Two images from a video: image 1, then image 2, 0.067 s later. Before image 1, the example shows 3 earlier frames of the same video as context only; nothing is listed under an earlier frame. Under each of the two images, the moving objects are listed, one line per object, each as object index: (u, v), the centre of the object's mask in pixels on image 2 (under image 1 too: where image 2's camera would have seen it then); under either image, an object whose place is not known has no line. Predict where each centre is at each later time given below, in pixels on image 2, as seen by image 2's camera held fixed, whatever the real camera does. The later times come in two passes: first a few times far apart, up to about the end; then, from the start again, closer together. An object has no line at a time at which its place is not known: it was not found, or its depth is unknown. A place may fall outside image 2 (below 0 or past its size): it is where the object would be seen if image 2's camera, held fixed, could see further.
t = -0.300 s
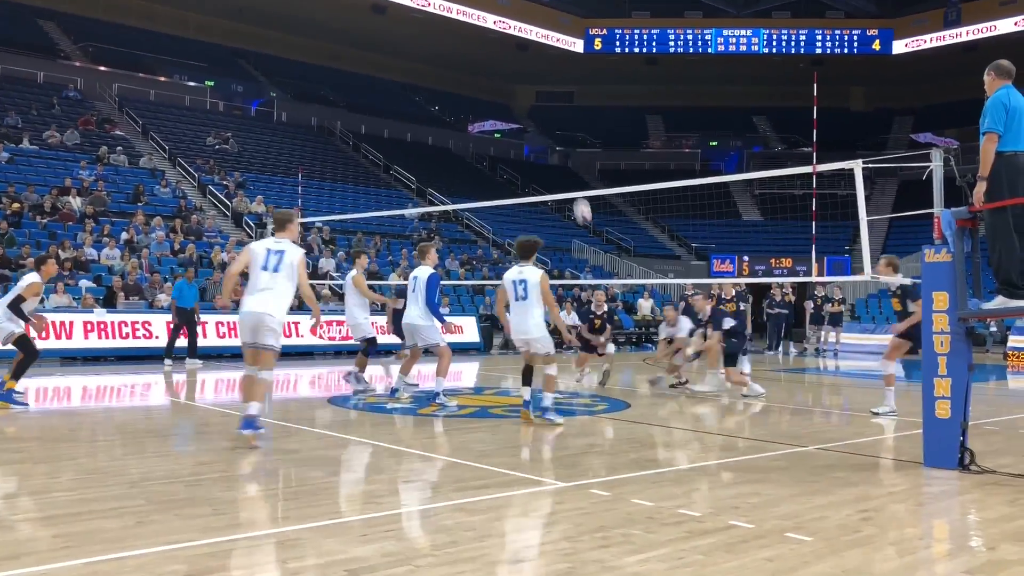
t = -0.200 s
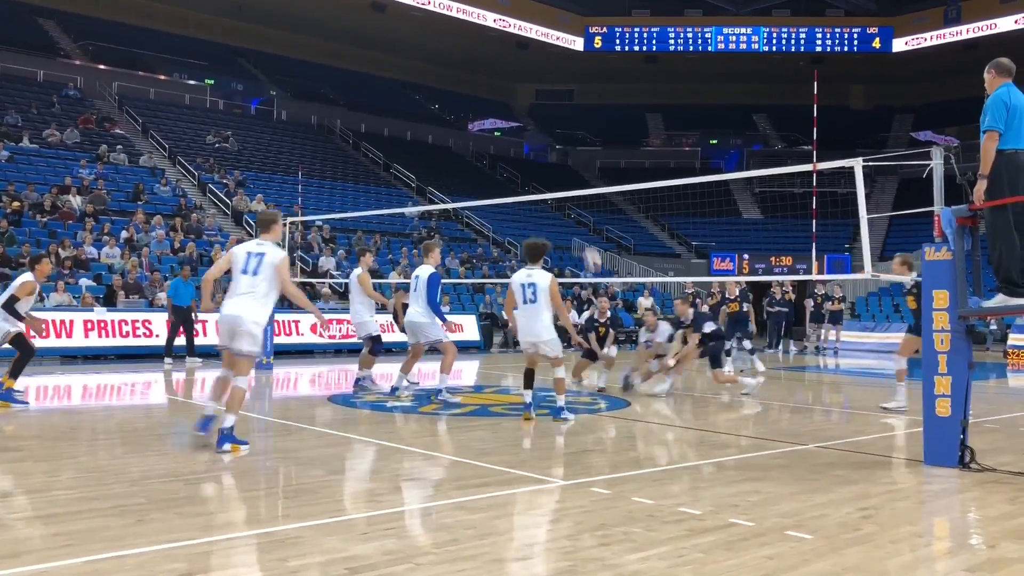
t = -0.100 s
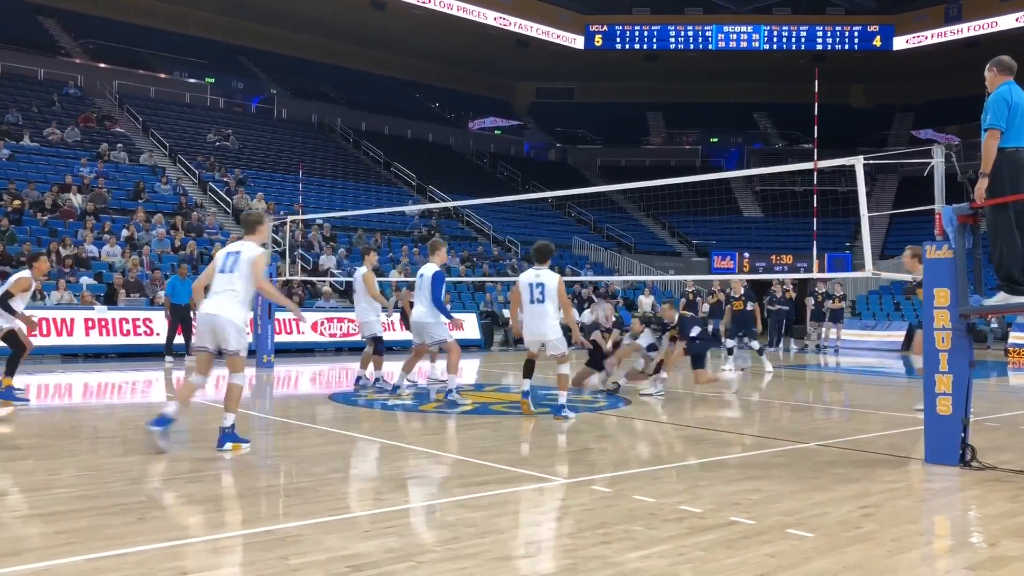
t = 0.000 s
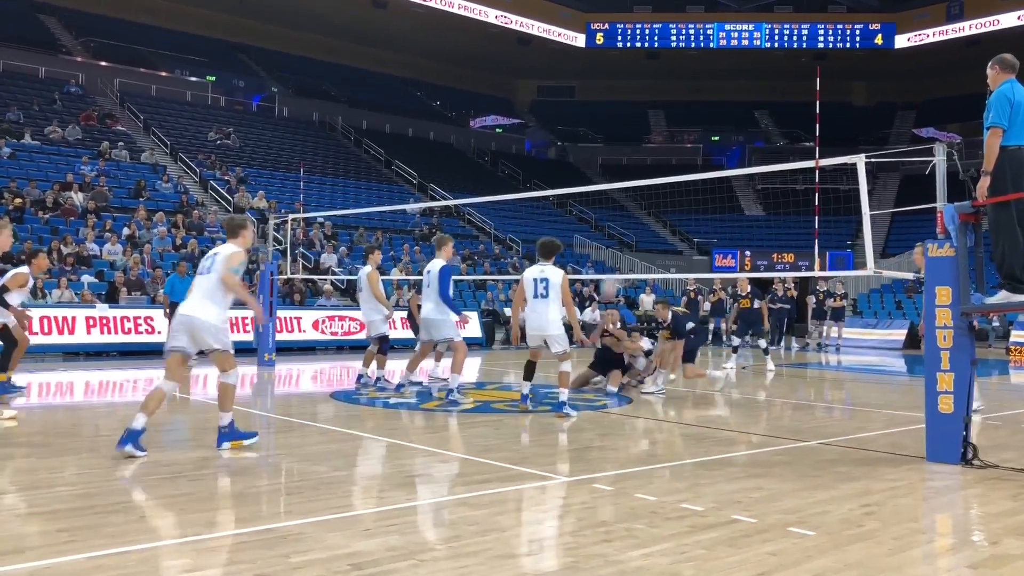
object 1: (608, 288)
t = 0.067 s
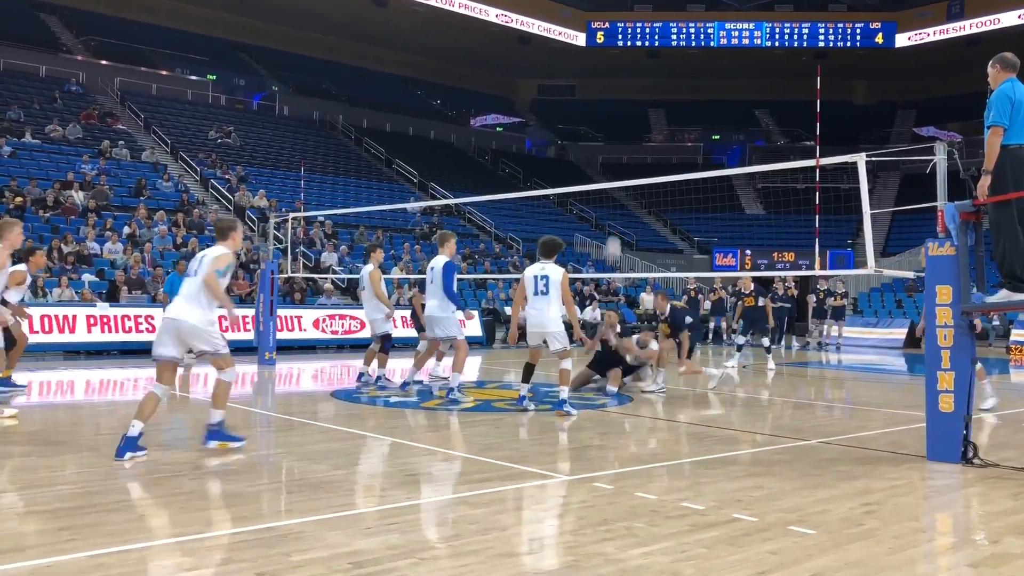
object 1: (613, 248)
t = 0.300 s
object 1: (625, 150)
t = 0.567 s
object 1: (637, 89)
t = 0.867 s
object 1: (650, 88)
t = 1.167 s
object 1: (661, 157)
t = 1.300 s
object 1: (666, 211)
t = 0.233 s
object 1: (621, 172)
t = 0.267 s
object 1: (623, 161)
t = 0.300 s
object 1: (625, 150)
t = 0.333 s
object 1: (627, 139)
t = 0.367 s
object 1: (628, 130)
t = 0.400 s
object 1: (630, 120)
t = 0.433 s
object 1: (632, 113)
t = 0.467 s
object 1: (633, 106)
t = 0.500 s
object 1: (634, 99)
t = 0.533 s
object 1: (636, 94)
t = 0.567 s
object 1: (637, 89)
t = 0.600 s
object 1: (639, 86)
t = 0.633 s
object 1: (640, 83)
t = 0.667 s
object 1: (642, 81)
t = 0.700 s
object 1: (643, 80)
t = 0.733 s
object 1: (644, 80)
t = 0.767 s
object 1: (646, 81)
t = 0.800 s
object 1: (647, 82)
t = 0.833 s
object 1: (648, 85)
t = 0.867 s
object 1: (650, 88)
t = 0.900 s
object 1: (651, 92)
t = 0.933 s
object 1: (652, 97)
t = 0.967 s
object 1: (653, 103)
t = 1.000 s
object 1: (655, 110)
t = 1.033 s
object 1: (656, 118)
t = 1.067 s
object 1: (657, 126)
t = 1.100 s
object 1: (658, 136)
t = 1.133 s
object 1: (660, 146)
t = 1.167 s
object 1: (661, 157)
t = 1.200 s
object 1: (662, 167)
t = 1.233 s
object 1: (664, 185)
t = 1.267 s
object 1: (665, 197)
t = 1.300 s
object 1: (666, 211)
